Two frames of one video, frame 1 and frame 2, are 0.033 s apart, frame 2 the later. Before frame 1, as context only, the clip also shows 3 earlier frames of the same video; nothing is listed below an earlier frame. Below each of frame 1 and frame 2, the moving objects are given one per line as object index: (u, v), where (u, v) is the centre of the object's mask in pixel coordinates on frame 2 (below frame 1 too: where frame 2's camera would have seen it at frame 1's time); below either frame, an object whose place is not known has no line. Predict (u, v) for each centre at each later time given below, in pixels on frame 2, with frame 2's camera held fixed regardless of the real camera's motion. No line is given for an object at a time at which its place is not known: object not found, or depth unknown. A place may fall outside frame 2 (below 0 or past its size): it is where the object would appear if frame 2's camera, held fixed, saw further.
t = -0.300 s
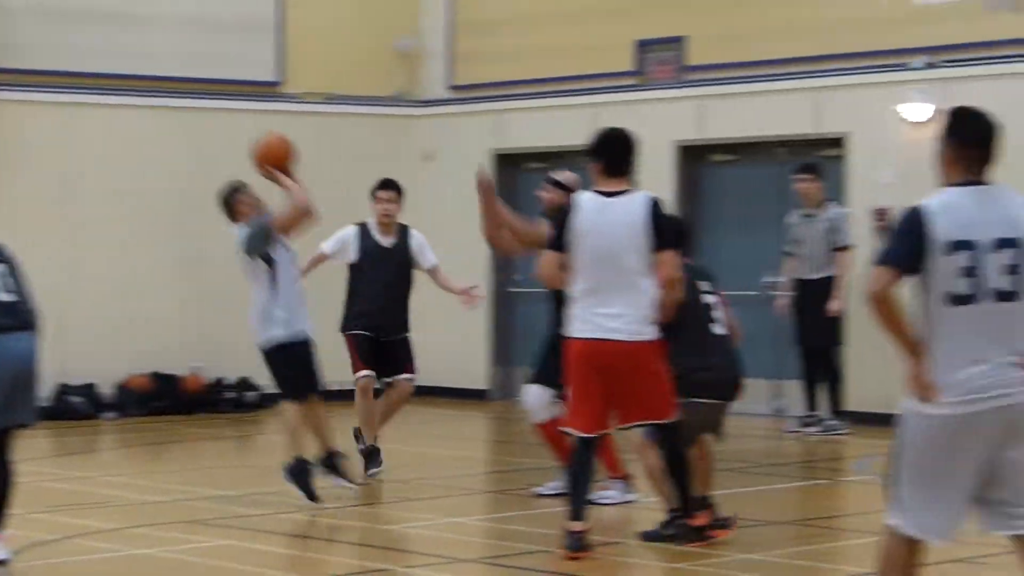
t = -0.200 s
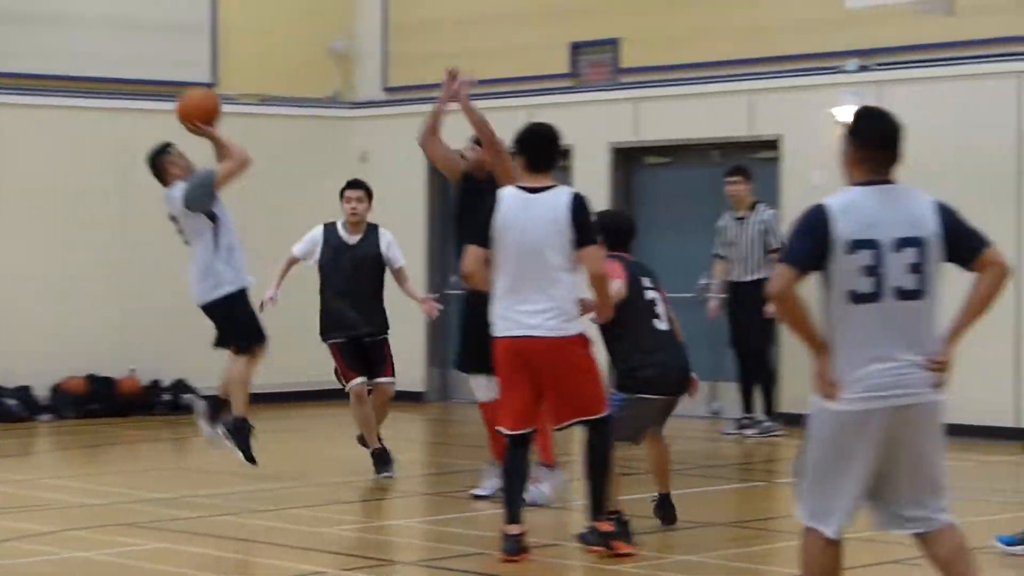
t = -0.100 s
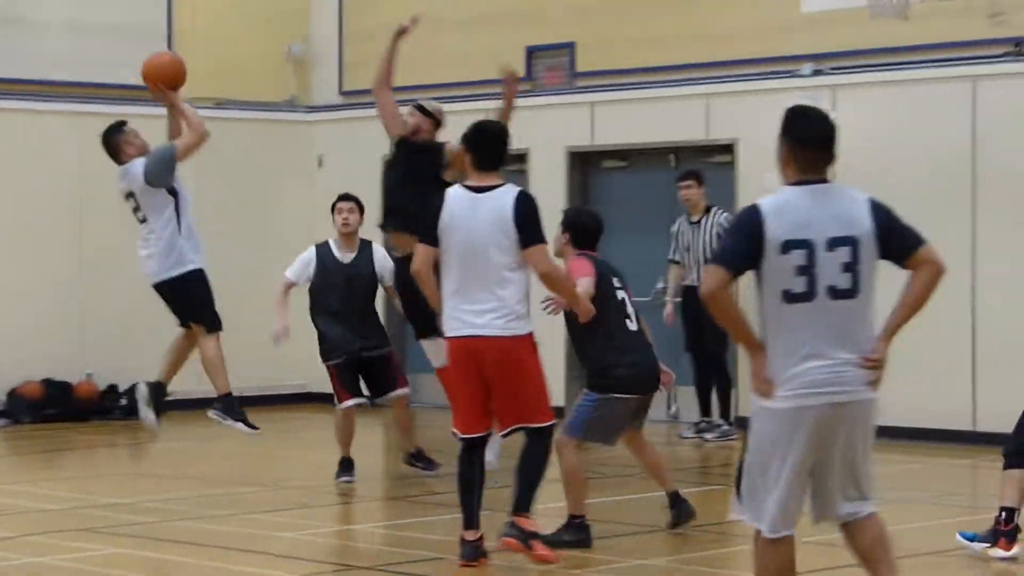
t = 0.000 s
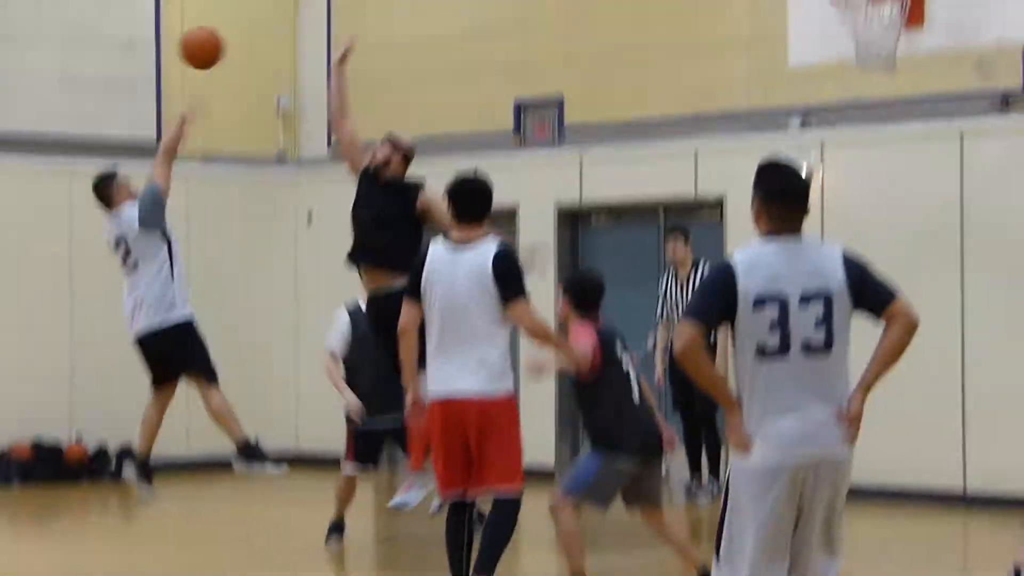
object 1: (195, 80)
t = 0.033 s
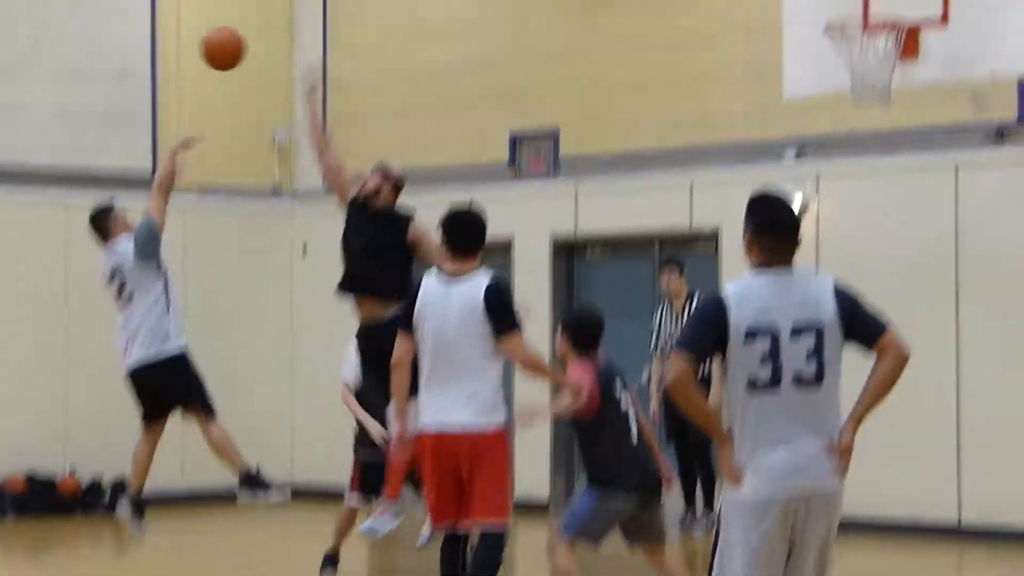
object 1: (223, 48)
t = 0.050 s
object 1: (237, 33)
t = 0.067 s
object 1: (250, 20)
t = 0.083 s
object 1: (263, 6)
